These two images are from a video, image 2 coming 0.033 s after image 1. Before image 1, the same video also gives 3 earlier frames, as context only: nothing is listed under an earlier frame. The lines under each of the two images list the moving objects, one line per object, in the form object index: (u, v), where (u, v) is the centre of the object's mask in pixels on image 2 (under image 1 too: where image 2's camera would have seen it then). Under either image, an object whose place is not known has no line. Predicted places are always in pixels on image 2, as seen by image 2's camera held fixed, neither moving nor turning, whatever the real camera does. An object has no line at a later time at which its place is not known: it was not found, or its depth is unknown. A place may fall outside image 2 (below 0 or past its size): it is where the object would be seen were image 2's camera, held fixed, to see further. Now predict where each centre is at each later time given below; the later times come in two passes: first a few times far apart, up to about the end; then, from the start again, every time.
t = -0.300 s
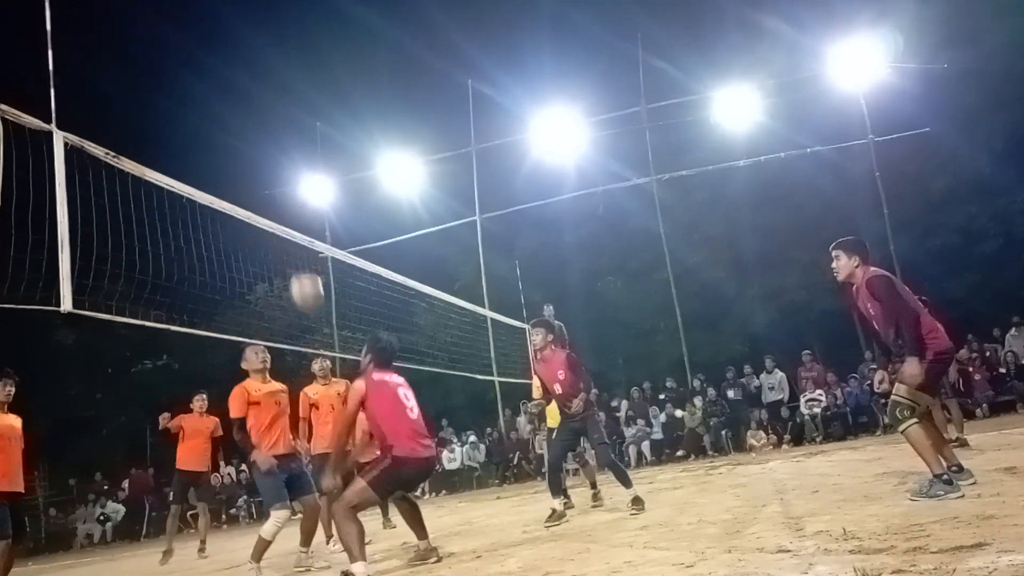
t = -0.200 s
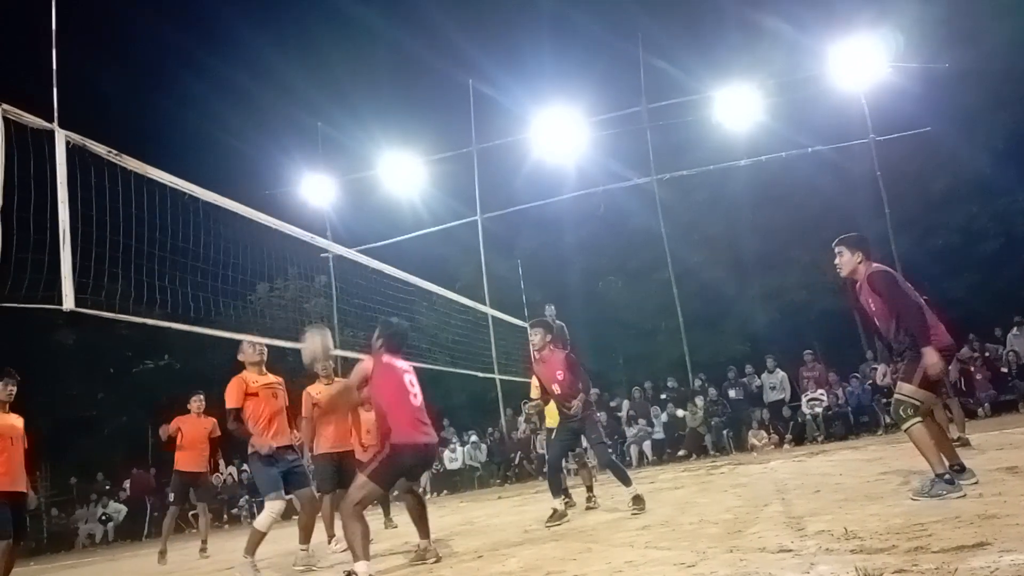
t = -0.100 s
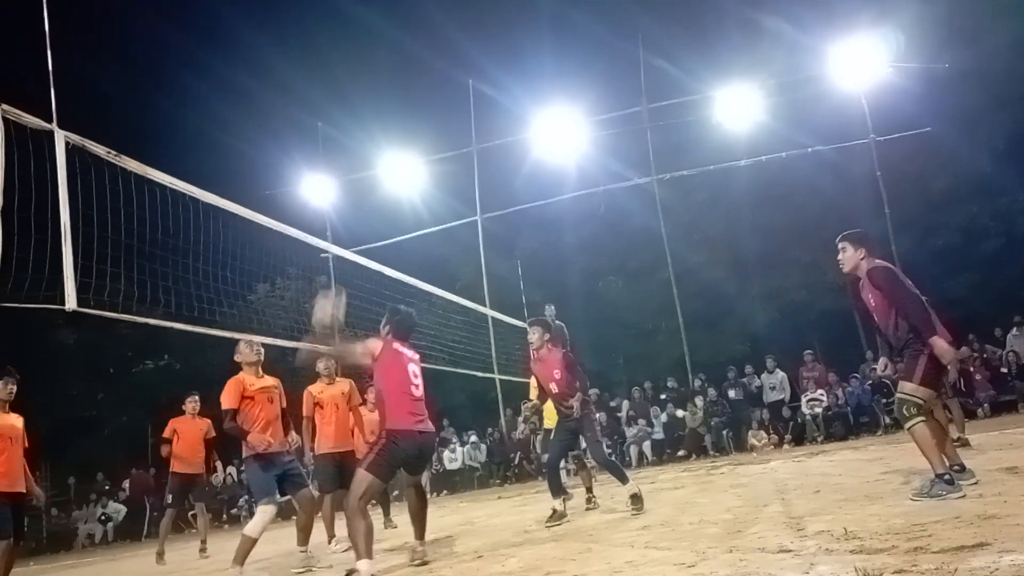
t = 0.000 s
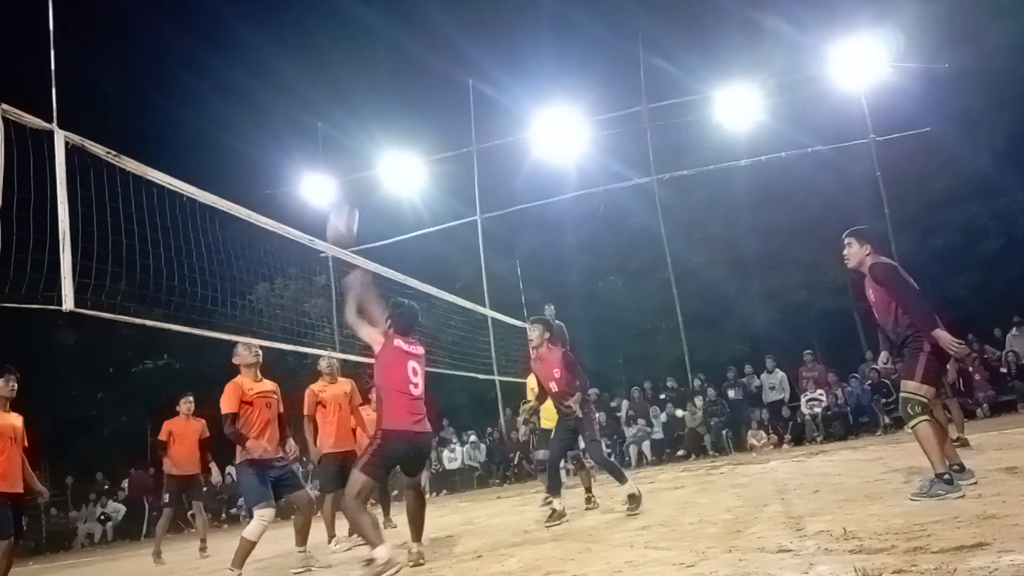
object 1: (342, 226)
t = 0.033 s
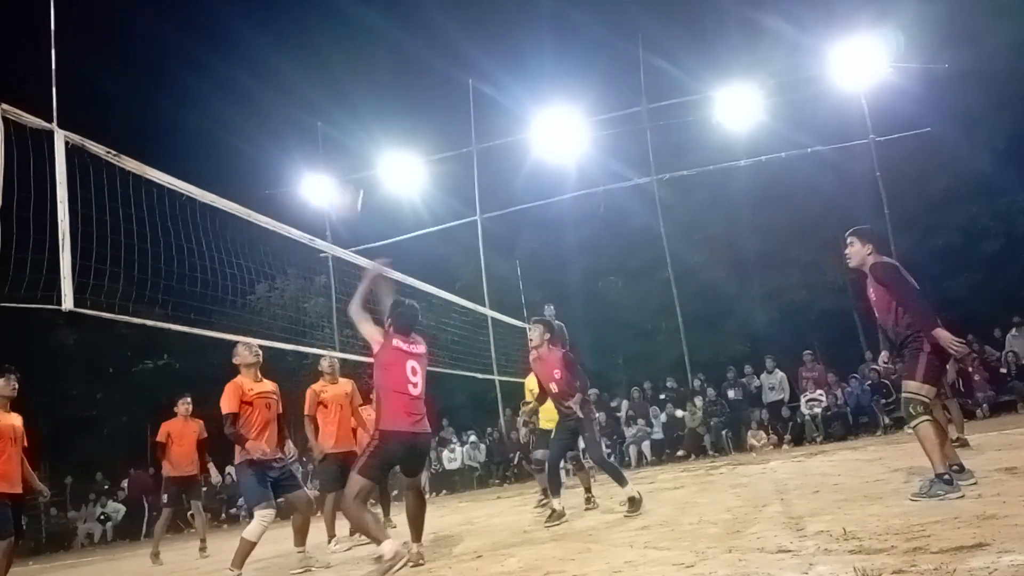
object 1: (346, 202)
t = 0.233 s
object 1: (372, 105)
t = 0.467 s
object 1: (403, 65)
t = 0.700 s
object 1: (434, 81)
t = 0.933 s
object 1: (467, 144)
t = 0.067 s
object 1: (350, 182)
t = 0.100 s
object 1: (355, 162)
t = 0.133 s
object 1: (360, 144)
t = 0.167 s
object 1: (364, 130)
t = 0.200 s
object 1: (367, 118)
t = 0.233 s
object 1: (372, 105)
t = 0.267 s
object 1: (376, 95)
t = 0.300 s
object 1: (380, 87)
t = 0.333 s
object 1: (385, 80)
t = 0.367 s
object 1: (389, 74)
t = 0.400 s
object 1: (393, 70)
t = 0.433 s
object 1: (398, 67)
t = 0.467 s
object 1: (403, 65)
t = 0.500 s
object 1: (407, 64)
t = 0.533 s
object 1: (411, 65)
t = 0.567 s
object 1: (416, 66)
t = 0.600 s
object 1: (420, 68)
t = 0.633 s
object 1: (424, 72)
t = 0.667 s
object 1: (429, 76)
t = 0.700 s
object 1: (434, 81)
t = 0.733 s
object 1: (438, 88)
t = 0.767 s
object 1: (443, 95)
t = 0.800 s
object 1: (447, 103)
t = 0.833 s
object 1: (452, 112)
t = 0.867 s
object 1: (457, 122)
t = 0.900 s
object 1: (462, 132)
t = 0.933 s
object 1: (467, 144)
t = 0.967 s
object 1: (471, 156)
